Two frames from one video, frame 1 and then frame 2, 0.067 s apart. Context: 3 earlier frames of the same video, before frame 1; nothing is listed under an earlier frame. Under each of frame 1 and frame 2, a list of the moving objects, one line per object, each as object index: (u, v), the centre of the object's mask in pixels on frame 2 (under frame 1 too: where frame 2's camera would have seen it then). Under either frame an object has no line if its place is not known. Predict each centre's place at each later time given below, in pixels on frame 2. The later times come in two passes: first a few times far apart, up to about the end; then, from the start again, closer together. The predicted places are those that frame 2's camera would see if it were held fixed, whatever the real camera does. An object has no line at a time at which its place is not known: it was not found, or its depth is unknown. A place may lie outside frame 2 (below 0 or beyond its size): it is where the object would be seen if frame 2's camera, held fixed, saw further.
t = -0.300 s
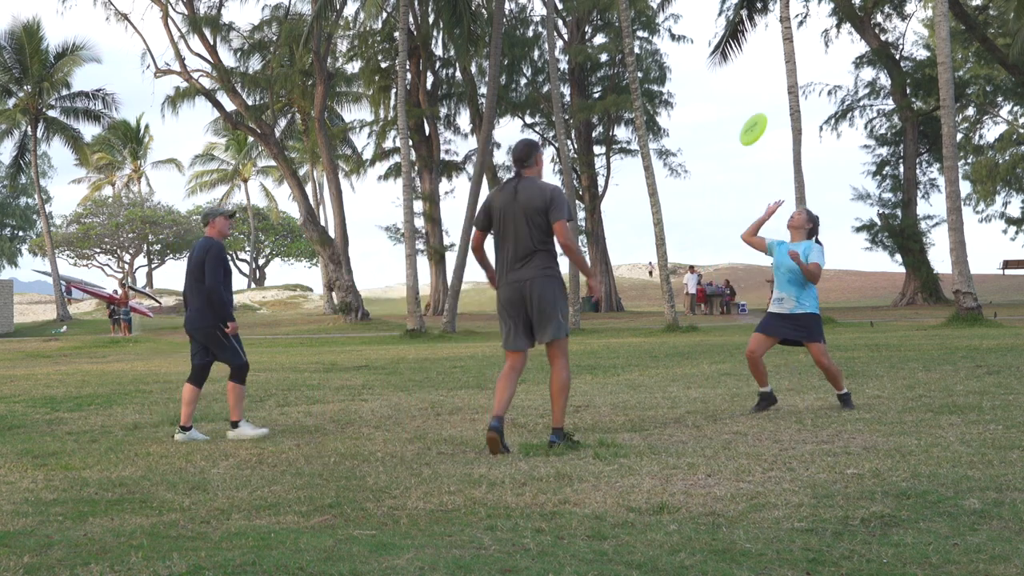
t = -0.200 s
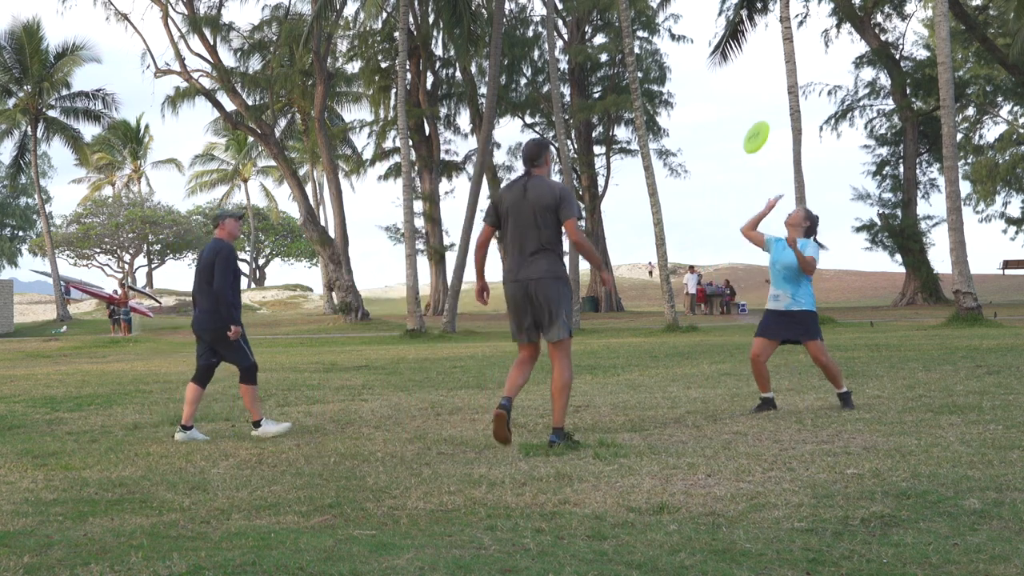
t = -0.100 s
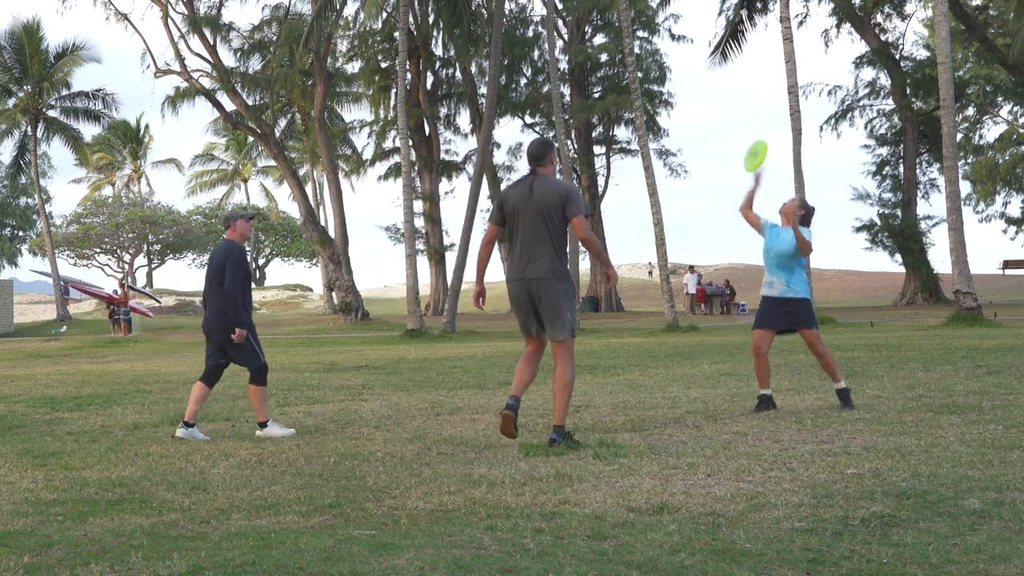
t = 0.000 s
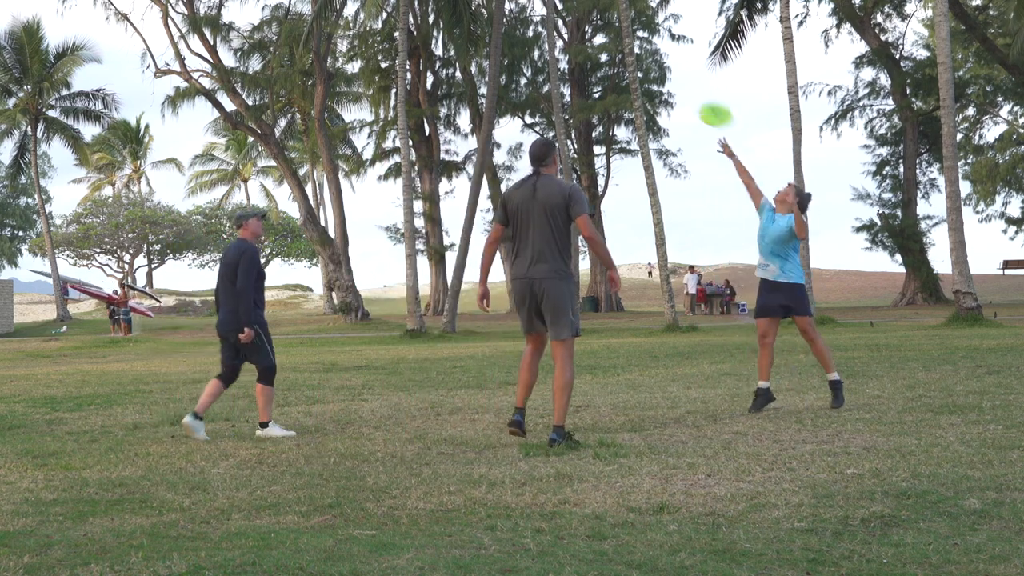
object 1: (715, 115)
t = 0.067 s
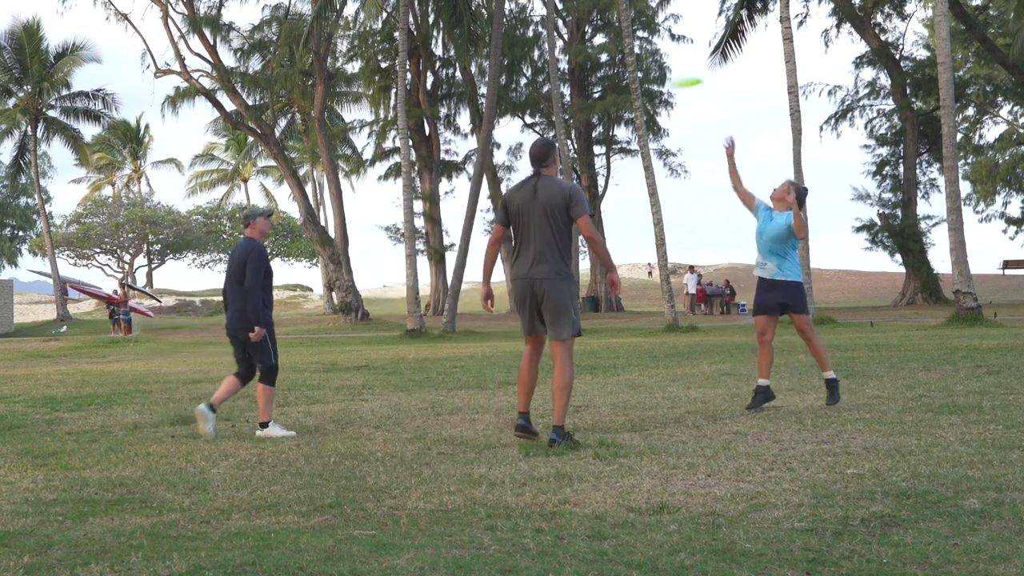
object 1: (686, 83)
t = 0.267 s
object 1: (601, 31)
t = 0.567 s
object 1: (487, 48)
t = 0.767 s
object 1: (415, 107)
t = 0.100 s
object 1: (668, 70)
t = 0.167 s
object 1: (643, 51)
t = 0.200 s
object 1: (627, 42)
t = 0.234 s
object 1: (613, 35)
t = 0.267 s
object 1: (601, 31)
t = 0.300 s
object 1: (587, 28)
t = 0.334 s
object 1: (575, 26)
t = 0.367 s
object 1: (560, 26)
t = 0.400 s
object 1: (550, 26)
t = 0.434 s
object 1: (536, 28)
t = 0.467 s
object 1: (523, 31)
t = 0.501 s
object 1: (510, 36)
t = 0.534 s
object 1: (500, 41)
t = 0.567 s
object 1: (487, 48)
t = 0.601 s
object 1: (474, 55)
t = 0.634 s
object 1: (462, 64)
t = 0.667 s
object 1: (452, 73)
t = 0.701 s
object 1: (441, 84)
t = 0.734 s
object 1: (426, 96)
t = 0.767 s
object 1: (415, 107)
